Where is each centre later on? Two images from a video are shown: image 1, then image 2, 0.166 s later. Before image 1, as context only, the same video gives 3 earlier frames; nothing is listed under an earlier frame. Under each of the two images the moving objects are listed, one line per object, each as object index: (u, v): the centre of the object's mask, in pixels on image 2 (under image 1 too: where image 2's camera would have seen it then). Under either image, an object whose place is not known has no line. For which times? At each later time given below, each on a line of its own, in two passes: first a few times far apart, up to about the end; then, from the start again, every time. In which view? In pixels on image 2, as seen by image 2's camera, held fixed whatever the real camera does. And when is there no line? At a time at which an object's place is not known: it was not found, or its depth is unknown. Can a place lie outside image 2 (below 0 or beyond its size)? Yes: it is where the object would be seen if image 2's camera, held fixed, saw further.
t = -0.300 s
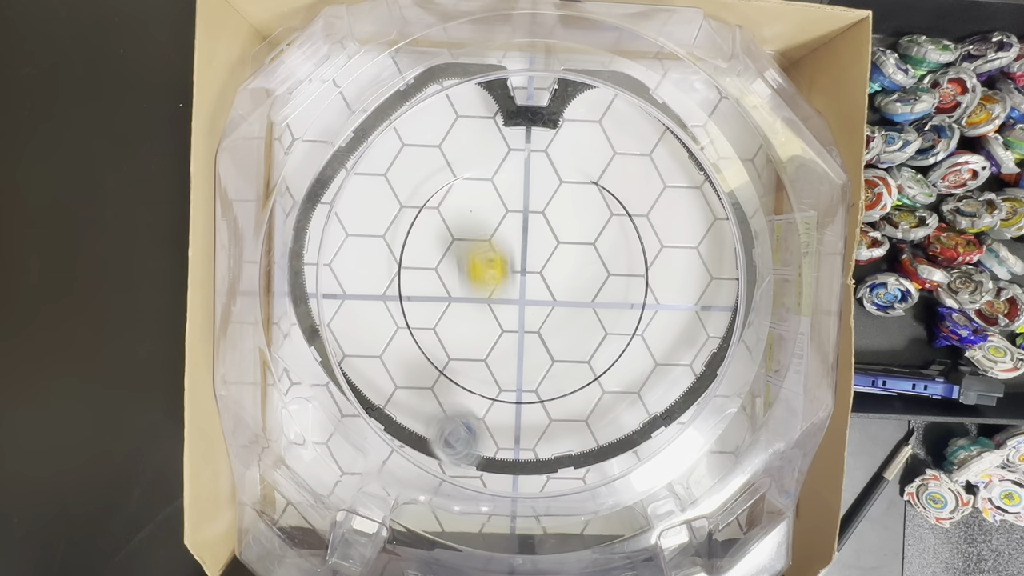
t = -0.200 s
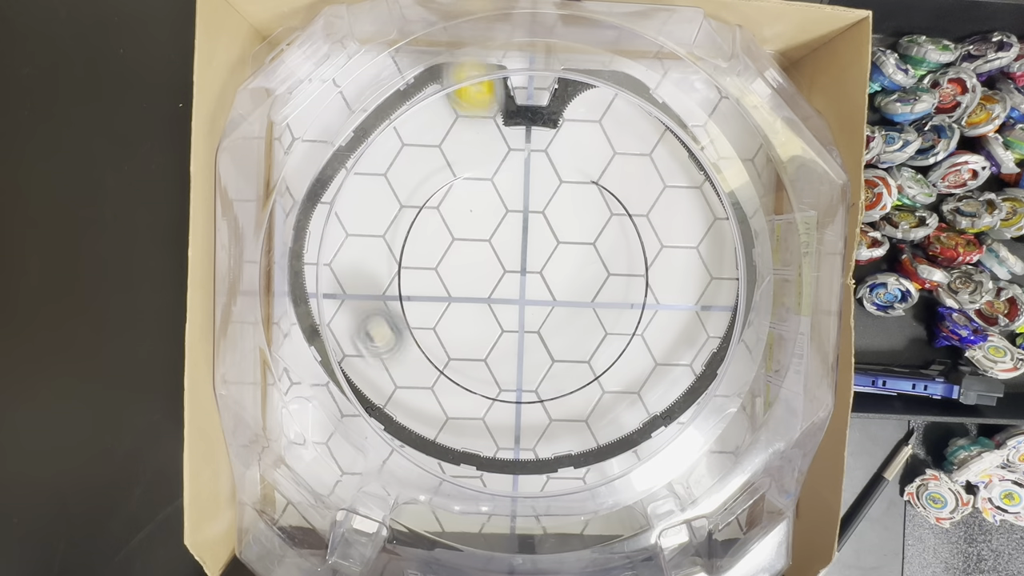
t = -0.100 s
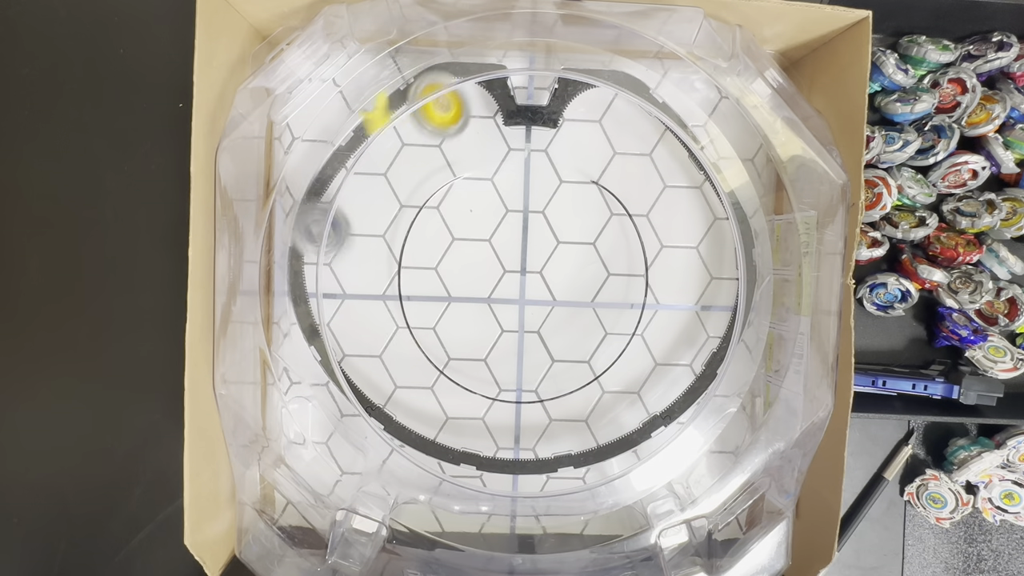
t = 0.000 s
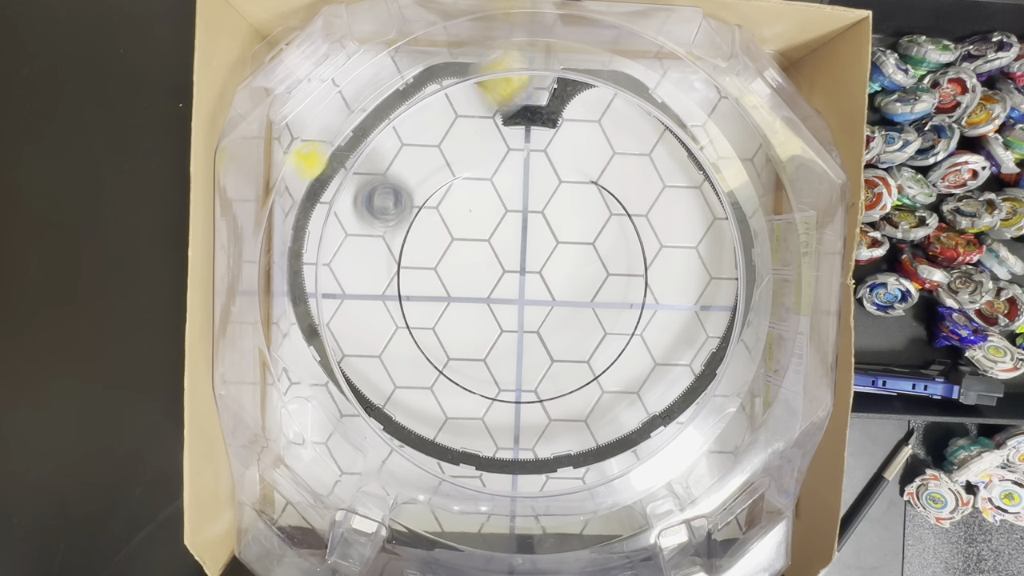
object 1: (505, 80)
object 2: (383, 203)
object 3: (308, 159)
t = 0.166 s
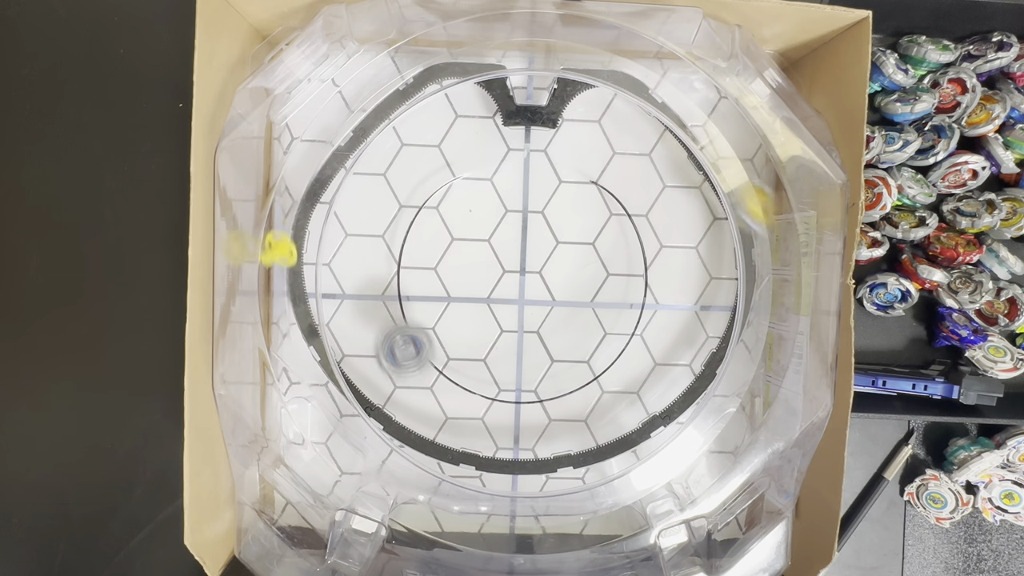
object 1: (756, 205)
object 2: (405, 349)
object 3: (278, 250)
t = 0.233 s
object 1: (736, 259)
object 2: (433, 398)
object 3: (289, 272)
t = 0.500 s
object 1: (455, 379)
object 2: (460, 221)
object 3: (367, 276)
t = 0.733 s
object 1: (285, 292)
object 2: (554, 134)
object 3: (394, 284)
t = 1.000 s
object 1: (412, 189)
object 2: (631, 377)
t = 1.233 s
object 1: (504, 158)
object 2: (404, 414)
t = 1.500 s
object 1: (531, 264)
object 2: (324, 266)
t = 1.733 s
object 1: (504, 388)
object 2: (395, 148)
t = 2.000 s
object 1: (538, 392)
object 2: (485, 154)
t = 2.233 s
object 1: (579, 252)
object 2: (490, 343)
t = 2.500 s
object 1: (483, 197)
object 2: (523, 399)
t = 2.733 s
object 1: (435, 334)
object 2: (546, 294)
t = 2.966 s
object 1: (562, 436)
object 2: (560, 206)
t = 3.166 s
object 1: (713, 309)
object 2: (565, 214)
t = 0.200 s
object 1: (769, 232)
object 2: (418, 376)
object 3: (282, 263)
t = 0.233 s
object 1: (736, 259)
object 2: (433, 398)
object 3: (289, 272)
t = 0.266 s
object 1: (702, 283)
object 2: (444, 427)
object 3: (298, 278)
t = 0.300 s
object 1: (670, 305)
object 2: (458, 447)
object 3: (311, 281)
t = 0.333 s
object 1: (638, 326)
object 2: (455, 429)
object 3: (326, 281)
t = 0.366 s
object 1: (603, 345)
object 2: (451, 383)
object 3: (336, 280)
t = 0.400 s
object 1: (567, 359)
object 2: (448, 342)
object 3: (345, 278)
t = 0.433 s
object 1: (531, 370)
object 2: (450, 302)
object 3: (353, 276)
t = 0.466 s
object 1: (493, 376)
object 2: (454, 261)
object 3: (361, 276)
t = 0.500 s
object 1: (455, 379)
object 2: (460, 221)
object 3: (367, 276)
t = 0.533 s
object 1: (422, 372)
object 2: (471, 186)
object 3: (371, 277)
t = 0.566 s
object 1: (389, 363)
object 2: (483, 155)
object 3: (376, 278)
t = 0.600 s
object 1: (356, 352)
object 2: (500, 130)
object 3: (378, 279)
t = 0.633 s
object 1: (329, 341)
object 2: (514, 126)
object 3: (382, 281)
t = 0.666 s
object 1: (311, 326)
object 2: (529, 126)
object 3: (385, 282)
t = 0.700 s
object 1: (294, 308)
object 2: (542, 129)
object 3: (388, 283)
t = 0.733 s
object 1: (285, 292)
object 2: (554, 134)
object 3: (394, 284)
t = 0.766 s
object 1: (292, 277)
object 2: (600, 155)
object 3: (404, 285)
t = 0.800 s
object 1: (309, 264)
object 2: (657, 185)
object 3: (414, 284)
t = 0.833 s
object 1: (327, 249)
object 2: (711, 220)
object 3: (428, 285)
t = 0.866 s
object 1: (348, 237)
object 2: (770, 250)
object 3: (441, 285)
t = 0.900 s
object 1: (362, 223)
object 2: (744, 285)
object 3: (454, 286)
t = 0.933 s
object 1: (380, 211)
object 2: (707, 317)
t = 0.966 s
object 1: (396, 199)
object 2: (669, 347)
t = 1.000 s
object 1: (412, 189)
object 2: (631, 377)
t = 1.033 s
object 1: (427, 179)
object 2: (593, 403)
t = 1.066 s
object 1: (441, 171)
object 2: (556, 430)
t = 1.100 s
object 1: (455, 164)
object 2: (518, 451)
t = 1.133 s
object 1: (468, 159)
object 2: (487, 449)
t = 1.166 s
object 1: (481, 156)
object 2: (457, 439)
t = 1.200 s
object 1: (493, 155)
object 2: (429, 428)
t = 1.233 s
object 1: (504, 158)
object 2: (404, 414)
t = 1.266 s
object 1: (513, 163)
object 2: (383, 396)
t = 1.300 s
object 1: (521, 172)
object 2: (367, 379)
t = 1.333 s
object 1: (528, 183)
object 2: (353, 360)
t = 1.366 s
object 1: (532, 198)
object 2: (337, 343)
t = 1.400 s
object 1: (534, 216)
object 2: (326, 323)
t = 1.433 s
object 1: (535, 234)
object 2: (321, 305)
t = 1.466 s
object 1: (534, 248)
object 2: (321, 285)
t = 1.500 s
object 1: (531, 264)
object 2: (324, 266)
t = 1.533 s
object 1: (527, 281)
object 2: (330, 246)
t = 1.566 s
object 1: (523, 299)
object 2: (337, 230)
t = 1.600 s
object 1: (518, 318)
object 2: (347, 212)
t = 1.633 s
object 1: (513, 336)
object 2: (358, 195)
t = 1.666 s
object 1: (509, 355)
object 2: (370, 181)
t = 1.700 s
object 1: (506, 373)
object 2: (383, 164)
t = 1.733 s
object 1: (504, 388)
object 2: (395, 148)
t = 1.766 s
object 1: (504, 402)
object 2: (408, 134)
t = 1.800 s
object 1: (505, 413)
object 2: (418, 111)
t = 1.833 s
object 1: (507, 423)
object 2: (430, 96)
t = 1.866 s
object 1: (509, 433)
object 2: (444, 83)
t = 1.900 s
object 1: (514, 434)
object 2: (462, 84)
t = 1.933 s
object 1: (523, 420)
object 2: (485, 106)
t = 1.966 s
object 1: (530, 406)
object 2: (488, 127)
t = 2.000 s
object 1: (538, 392)
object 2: (485, 154)
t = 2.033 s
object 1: (546, 374)
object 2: (481, 181)
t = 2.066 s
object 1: (555, 355)
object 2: (481, 208)
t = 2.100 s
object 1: (566, 337)
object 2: (481, 236)
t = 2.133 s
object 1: (574, 316)
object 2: (482, 265)
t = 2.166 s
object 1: (580, 293)
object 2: (483, 293)
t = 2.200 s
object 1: (580, 272)
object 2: (487, 319)
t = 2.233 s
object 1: (579, 252)
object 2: (490, 343)
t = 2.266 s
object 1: (573, 234)
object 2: (495, 364)
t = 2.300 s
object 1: (566, 219)
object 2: (498, 383)
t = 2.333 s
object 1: (555, 207)
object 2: (502, 399)
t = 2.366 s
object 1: (542, 196)
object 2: (507, 411)
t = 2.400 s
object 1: (528, 191)
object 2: (510, 415)
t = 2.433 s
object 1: (513, 189)
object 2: (514, 412)
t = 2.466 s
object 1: (498, 191)
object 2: (518, 407)
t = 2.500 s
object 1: (483, 197)
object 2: (523, 399)
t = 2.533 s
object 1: (469, 207)
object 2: (527, 387)
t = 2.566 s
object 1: (456, 222)
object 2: (529, 375)
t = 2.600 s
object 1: (446, 240)
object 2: (533, 360)
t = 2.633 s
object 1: (438, 261)
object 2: (537, 345)
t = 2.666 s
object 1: (433, 285)
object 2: (539, 325)
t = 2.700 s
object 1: (432, 309)
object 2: (543, 310)
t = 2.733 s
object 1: (435, 334)
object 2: (546, 294)
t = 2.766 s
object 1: (444, 357)
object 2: (548, 277)
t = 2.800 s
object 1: (457, 379)
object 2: (551, 260)
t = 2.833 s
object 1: (474, 397)
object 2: (554, 245)
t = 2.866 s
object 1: (494, 413)
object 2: (556, 233)
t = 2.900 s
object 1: (514, 426)
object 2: (557, 221)
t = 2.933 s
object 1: (537, 437)
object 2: (558, 213)
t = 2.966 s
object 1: (562, 436)
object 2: (560, 206)
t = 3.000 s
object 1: (588, 424)
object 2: (562, 202)
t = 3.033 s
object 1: (617, 410)
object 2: (564, 201)
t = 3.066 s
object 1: (646, 394)
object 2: (565, 202)
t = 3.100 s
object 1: (674, 376)
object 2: (566, 205)
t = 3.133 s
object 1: (696, 344)
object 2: (565, 209)
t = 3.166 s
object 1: (713, 309)
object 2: (565, 214)
